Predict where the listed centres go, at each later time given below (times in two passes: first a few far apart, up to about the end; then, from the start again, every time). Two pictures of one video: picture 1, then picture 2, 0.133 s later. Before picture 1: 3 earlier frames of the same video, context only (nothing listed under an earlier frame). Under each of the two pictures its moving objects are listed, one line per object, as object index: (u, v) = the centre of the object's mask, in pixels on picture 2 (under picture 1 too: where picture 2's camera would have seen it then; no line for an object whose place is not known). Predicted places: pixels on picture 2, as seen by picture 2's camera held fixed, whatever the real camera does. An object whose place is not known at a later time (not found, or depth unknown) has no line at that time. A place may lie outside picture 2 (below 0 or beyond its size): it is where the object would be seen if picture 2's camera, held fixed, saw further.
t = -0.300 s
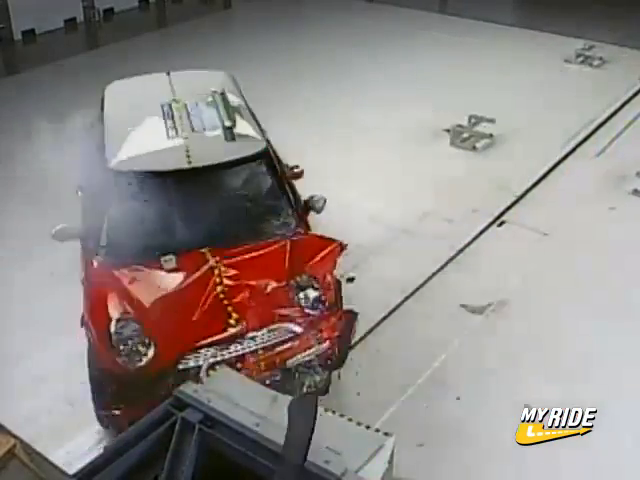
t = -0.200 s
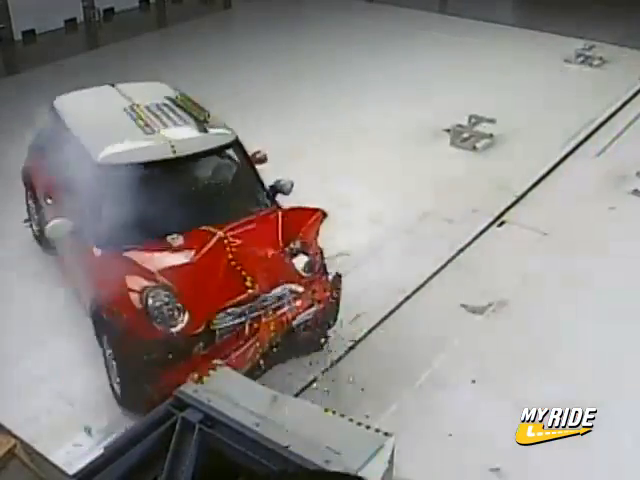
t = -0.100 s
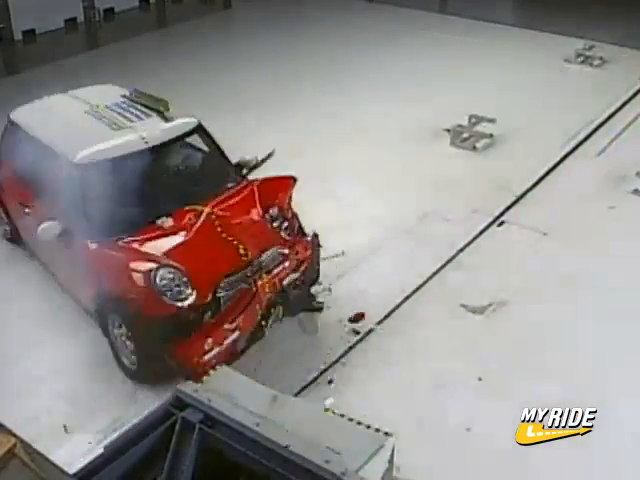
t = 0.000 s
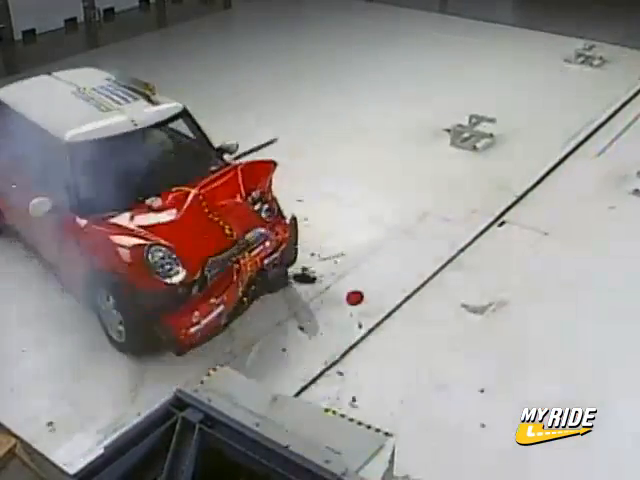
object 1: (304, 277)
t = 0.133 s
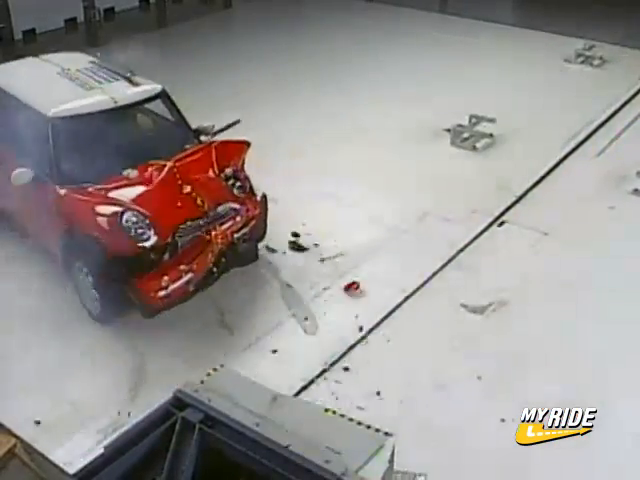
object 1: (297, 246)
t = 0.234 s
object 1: (290, 224)
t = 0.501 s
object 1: (272, 187)
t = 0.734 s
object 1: (263, 165)
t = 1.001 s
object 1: (260, 146)
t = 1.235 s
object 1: (256, 136)
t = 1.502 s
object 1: (254, 130)
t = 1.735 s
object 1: (254, 130)
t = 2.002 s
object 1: (254, 130)
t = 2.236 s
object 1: (254, 130)
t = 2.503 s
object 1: (254, 130)
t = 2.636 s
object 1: (254, 130)
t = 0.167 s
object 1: (293, 236)
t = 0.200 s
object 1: (292, 230)
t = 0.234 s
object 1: (290, 224)
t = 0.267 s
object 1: (288, 219)
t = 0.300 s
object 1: (285, 213)
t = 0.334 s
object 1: (283, 209)
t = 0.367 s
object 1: (281, 204)
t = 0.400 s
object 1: (279, 199)
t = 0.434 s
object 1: (276, 195)
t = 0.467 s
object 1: (274, 191)
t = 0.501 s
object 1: (272, 187)
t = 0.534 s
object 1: (271, 183)
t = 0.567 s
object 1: (269, 179)
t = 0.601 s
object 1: (268, 176)
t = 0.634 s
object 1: (267, 173)
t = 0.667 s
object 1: (265, 170)
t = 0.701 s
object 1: (265, 167)
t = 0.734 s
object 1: (263, 165)
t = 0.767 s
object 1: (263, 162)
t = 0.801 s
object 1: (261, 160)
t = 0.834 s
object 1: (260, 158)
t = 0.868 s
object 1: (260, 156)
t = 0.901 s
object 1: (259, 154)
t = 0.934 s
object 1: (258, 152)
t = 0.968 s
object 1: (261, 148)
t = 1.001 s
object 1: (260, 146)
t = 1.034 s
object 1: (260, 144)
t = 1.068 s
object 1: (259, 143)
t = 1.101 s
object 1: (258, 141)
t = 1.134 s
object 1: (258, 140)
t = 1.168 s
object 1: (257, 138)
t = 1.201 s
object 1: (257, 137)
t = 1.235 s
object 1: (256, 136)
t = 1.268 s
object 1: (256, 135)
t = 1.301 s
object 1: (256, 134)
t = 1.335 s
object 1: (255, 133)
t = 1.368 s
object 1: (255, 132)
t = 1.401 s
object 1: (255, 132)
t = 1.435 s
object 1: (255, 131)
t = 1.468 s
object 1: (254, 131)
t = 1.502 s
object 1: (254, 130)
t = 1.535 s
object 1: (254, 130)
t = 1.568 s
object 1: (254, 130)
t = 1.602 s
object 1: (254, 130)
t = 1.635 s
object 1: (254, 130)
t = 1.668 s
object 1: (254, 130)
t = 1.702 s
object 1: (254, 130)
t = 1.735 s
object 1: (254, 130)
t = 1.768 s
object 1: (254, 130)
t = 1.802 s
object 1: (254, 130)
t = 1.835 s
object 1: (254, 130)
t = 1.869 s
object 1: (254, 130)
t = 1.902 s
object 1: (254, 130)
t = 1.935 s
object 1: (254, 130)
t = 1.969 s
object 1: (254, 130)
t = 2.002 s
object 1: (254, 130)
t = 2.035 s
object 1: (254, 130)
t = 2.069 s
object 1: (254, 130)
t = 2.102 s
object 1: (254, 130)
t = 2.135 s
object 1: (254, 130)
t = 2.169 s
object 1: (254, 130)
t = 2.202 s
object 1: (254, 130)
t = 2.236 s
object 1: (254, 130)
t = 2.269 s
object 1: (254, 130)
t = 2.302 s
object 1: (254, 130)
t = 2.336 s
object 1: (254, 130)
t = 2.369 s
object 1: (254, 130)
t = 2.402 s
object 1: (254, 130)
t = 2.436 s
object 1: (254, 130)
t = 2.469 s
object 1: (254, 130)
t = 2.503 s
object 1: (254, 130)
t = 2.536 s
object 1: (254, 130)
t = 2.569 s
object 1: (254, 130)
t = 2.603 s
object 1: (254, 130)
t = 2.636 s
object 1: (254, 130)
